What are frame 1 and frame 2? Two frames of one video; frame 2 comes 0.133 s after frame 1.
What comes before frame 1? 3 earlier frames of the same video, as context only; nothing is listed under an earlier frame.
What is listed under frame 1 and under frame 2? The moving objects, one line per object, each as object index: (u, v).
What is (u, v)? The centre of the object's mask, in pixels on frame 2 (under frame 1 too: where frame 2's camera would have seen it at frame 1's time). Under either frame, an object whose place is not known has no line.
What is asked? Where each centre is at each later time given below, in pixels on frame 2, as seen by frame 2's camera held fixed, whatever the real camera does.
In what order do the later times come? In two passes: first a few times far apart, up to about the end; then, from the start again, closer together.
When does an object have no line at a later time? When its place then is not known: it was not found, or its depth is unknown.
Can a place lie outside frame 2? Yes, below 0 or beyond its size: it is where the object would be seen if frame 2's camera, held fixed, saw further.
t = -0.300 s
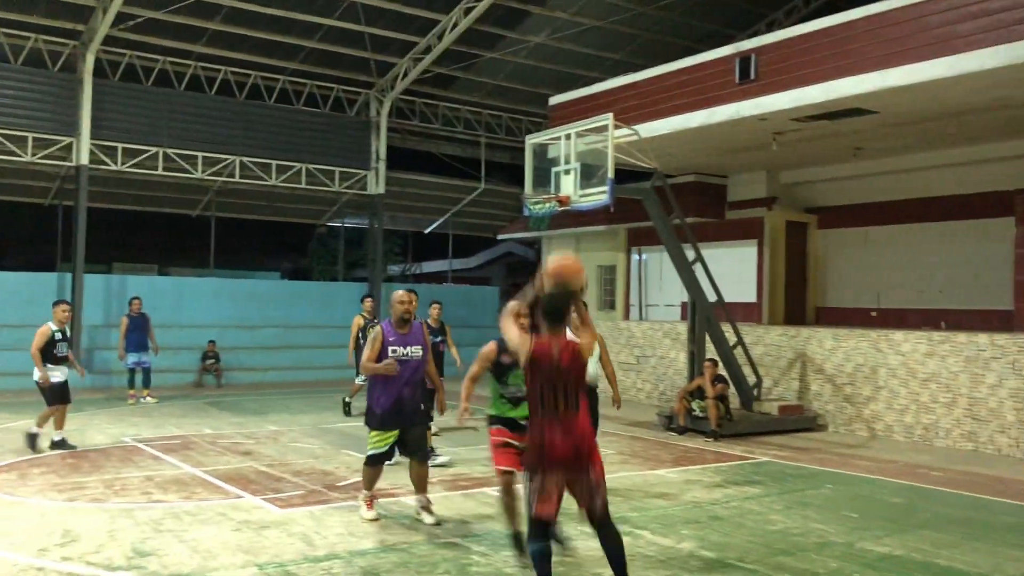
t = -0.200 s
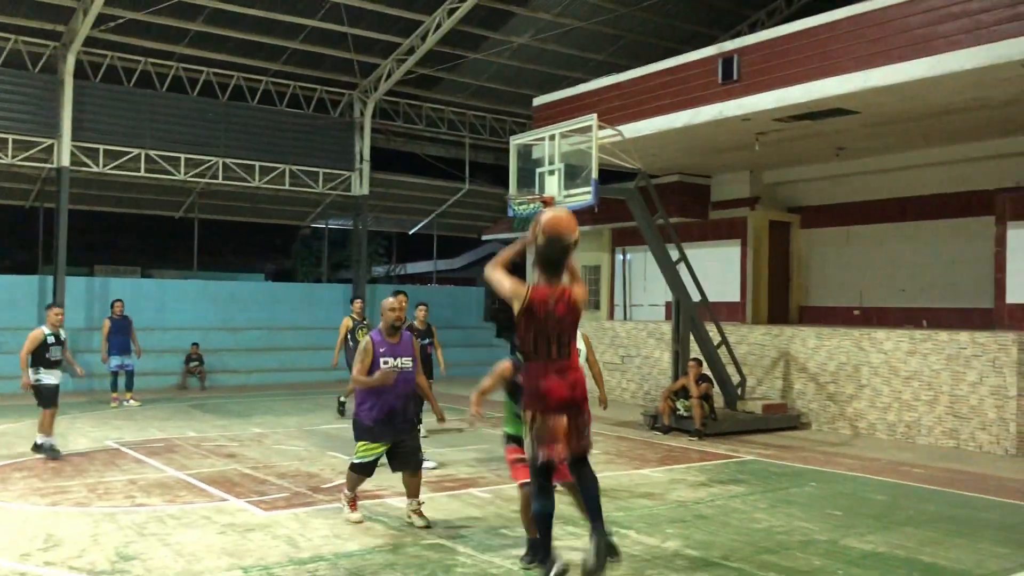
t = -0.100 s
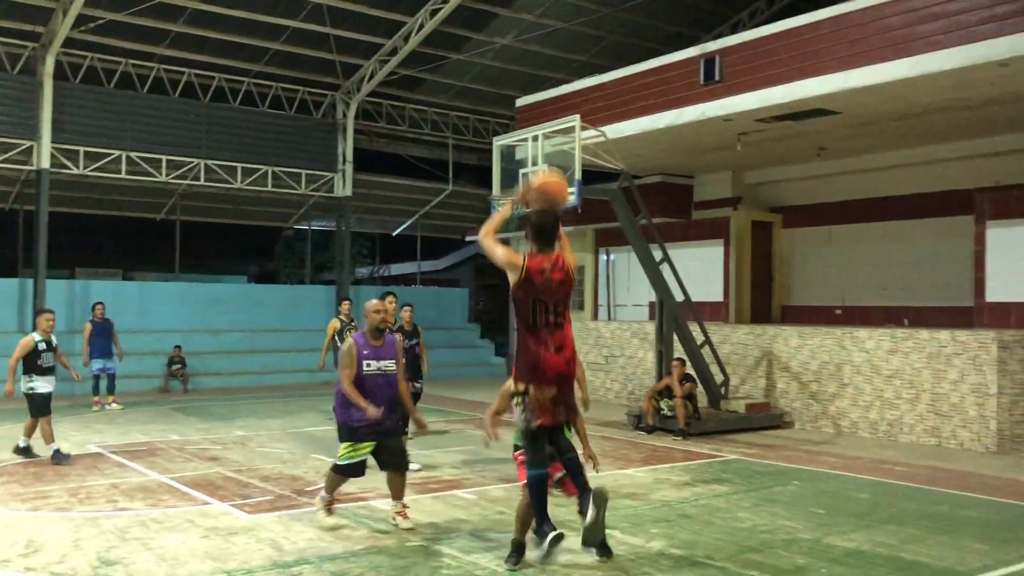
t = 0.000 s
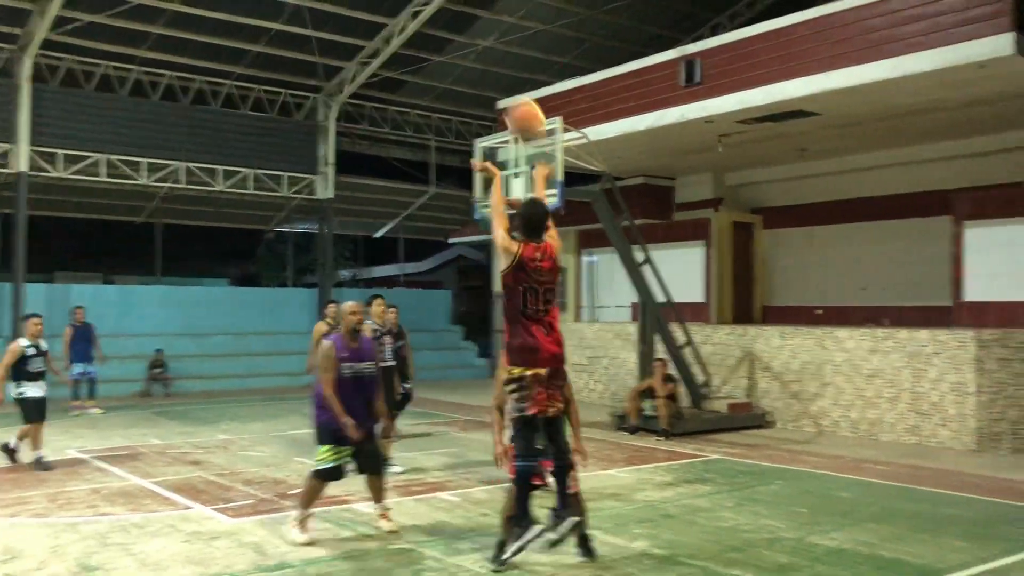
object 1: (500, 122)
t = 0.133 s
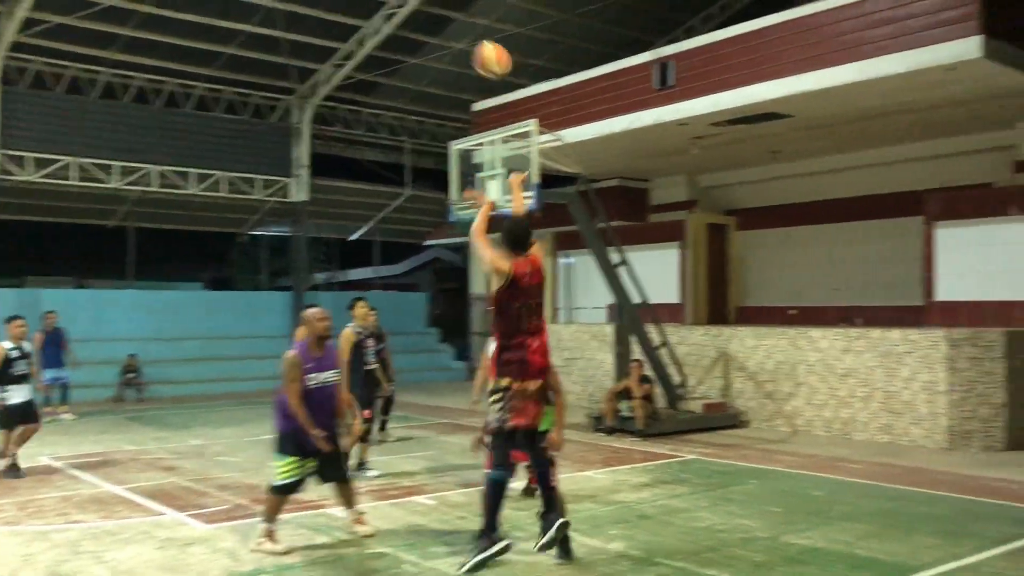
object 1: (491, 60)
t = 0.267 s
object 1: (484, 33)
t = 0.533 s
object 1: (474, 49)
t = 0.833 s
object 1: (465, 135)
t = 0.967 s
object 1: (464, 188)
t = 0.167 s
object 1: (490, 51)
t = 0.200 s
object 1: (488, 43)
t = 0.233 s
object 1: (486, 37)
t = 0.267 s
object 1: (484, 33)
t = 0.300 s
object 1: (483, 30)
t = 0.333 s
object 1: (482, 30)
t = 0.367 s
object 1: (480, 30)
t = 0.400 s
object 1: (478, 33)
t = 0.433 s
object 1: (478, 35)
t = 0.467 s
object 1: (476, 38)
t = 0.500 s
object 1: (475, 43)
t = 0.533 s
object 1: (474, 49)
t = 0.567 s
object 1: (473, 56)
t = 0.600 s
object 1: (471, 63)
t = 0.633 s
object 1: (471, 71)
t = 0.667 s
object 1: (470, 82)
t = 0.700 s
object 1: (469, 91)
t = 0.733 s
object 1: (468, 101)
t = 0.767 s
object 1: (468, 112)
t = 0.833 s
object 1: (465, 135)
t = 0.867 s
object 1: (465, 149)
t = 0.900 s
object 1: (465, 162)
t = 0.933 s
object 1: (464, 176)
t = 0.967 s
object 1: (464, 188)
